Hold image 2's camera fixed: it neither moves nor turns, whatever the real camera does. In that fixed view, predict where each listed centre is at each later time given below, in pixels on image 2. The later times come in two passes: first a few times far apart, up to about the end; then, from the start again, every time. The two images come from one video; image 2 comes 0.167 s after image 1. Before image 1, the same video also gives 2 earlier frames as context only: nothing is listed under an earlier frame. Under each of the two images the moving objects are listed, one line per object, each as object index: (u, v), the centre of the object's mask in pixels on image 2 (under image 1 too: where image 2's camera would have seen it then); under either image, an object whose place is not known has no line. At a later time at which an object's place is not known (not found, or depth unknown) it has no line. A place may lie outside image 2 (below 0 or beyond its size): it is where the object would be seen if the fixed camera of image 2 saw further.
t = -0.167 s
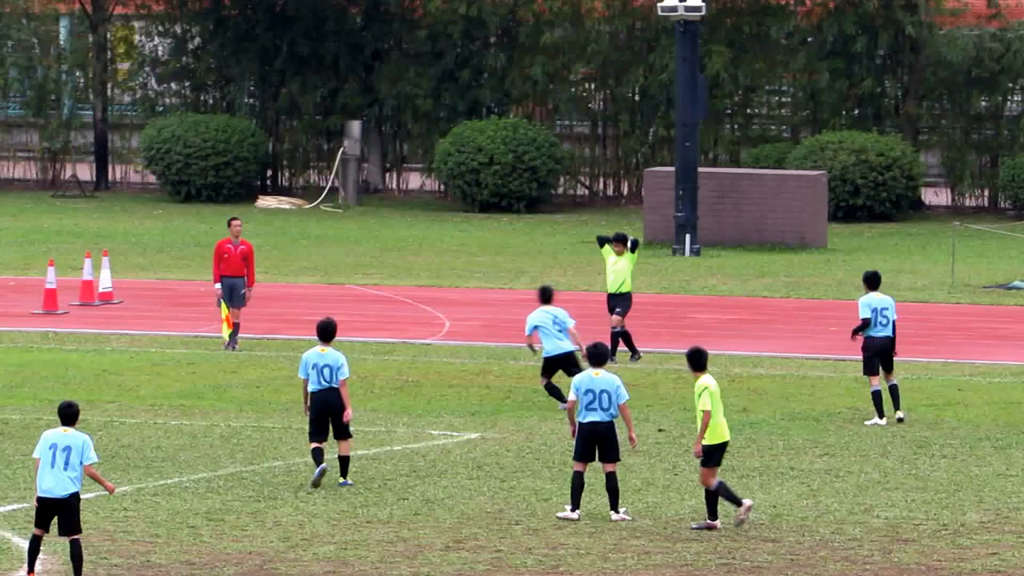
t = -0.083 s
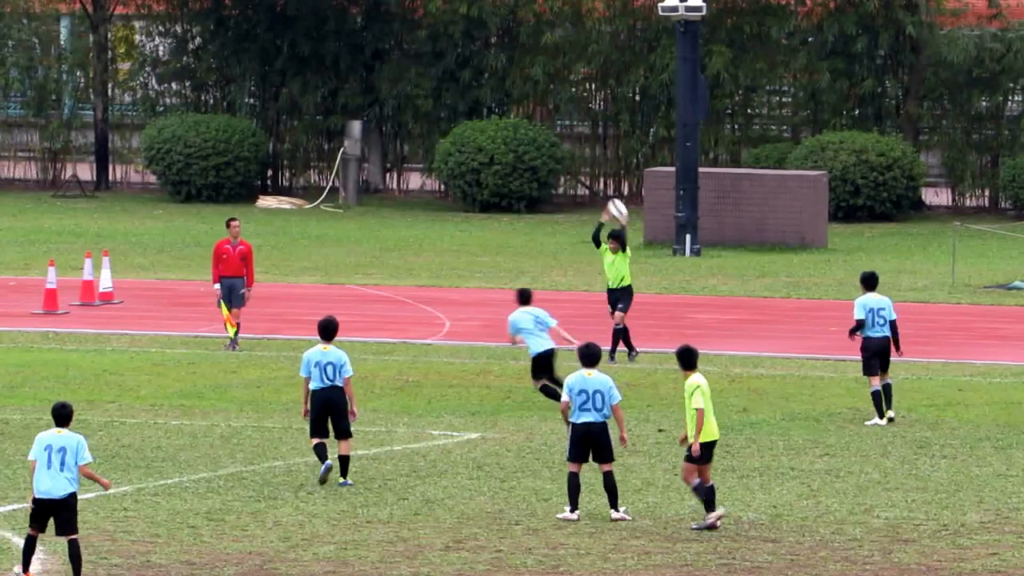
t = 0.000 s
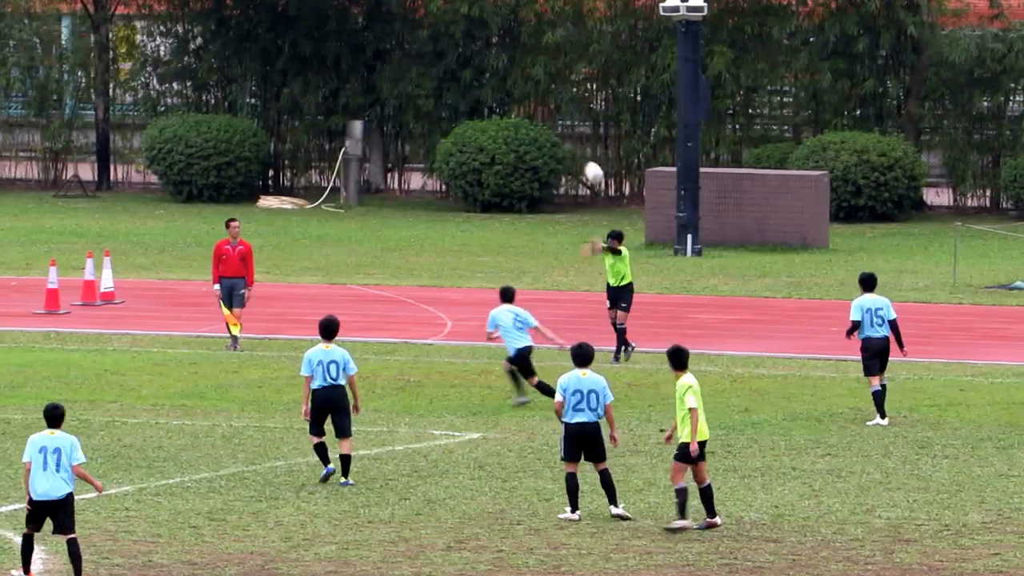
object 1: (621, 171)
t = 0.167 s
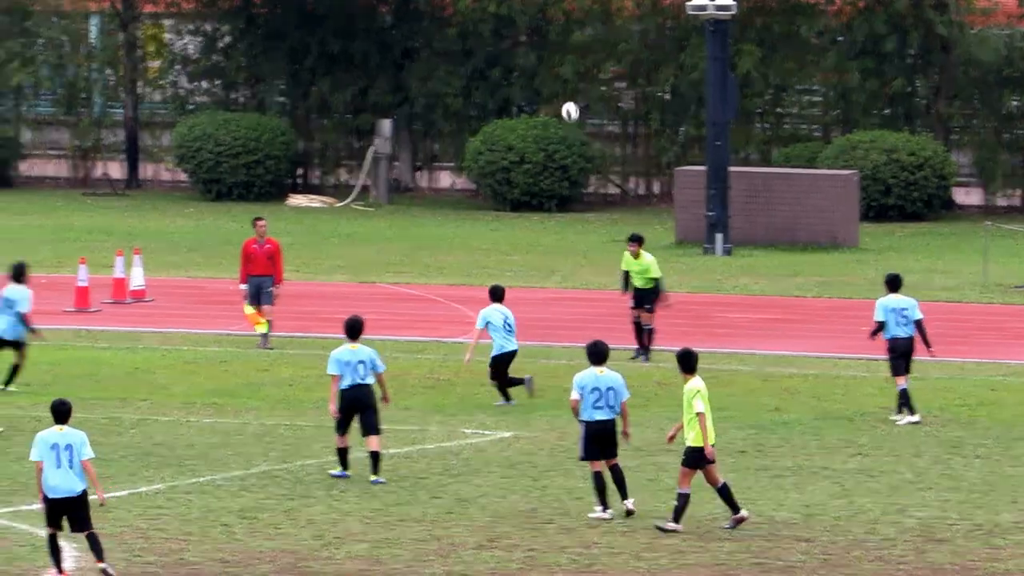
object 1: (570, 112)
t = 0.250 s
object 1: (545, 90)
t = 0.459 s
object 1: (477, 58)
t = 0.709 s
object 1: (393, 64)
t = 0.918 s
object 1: (320, 111)
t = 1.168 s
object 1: (227, 216)
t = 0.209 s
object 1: (557, 100)
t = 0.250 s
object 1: (545, 90)
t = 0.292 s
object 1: (531, 80)
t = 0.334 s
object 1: (518, 73)
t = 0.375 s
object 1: (504, 67)
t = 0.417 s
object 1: (491, 61)
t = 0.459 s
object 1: (477, 58)
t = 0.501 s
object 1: (464, 55)
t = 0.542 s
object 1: (450, 54)
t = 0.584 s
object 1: (436, 55)
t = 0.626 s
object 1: (422, 57)
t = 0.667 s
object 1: (407, 60)
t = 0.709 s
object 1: (393, 64)
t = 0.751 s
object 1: (378, 70)
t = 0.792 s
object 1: (364, 78)
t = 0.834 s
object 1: (349, 88)
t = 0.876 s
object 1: (334, 98)
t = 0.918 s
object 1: (320, 111)
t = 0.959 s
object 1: (305, 124)
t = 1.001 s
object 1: (290, 140)
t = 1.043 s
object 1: (274, 157)
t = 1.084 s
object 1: (259, 176)
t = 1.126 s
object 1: (243, 195)
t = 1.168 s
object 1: (227, 216)
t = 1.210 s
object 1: (212, 240)
